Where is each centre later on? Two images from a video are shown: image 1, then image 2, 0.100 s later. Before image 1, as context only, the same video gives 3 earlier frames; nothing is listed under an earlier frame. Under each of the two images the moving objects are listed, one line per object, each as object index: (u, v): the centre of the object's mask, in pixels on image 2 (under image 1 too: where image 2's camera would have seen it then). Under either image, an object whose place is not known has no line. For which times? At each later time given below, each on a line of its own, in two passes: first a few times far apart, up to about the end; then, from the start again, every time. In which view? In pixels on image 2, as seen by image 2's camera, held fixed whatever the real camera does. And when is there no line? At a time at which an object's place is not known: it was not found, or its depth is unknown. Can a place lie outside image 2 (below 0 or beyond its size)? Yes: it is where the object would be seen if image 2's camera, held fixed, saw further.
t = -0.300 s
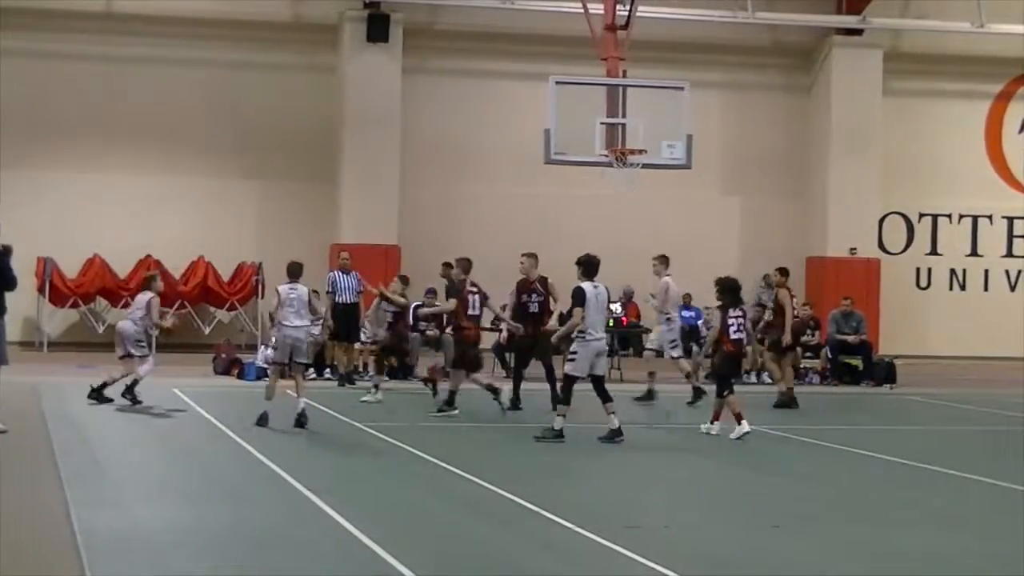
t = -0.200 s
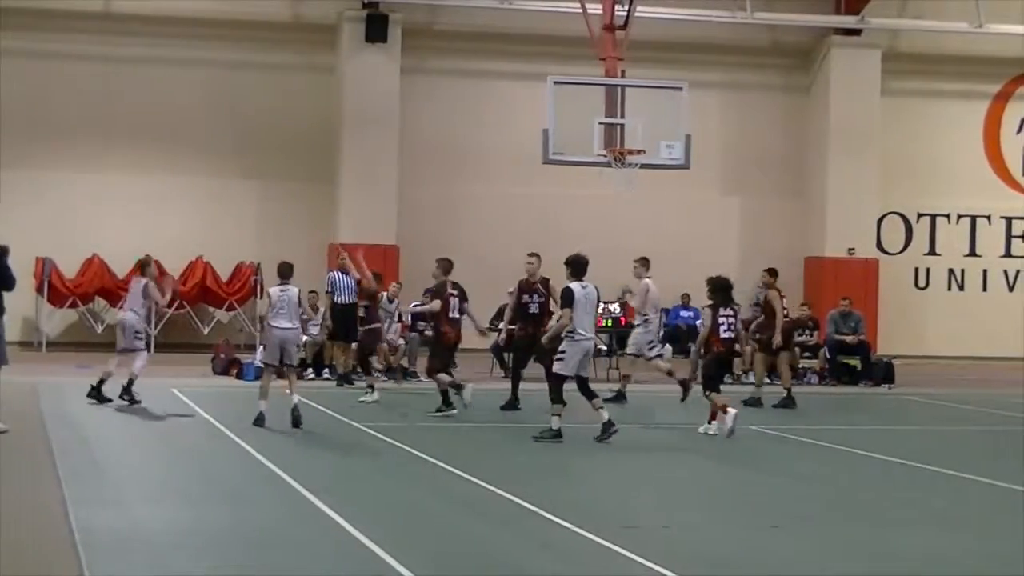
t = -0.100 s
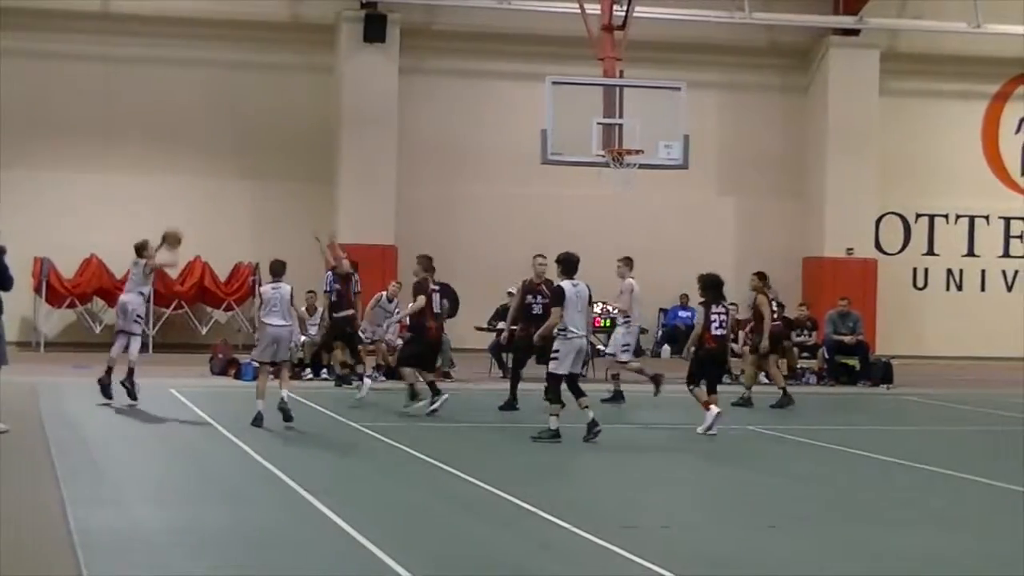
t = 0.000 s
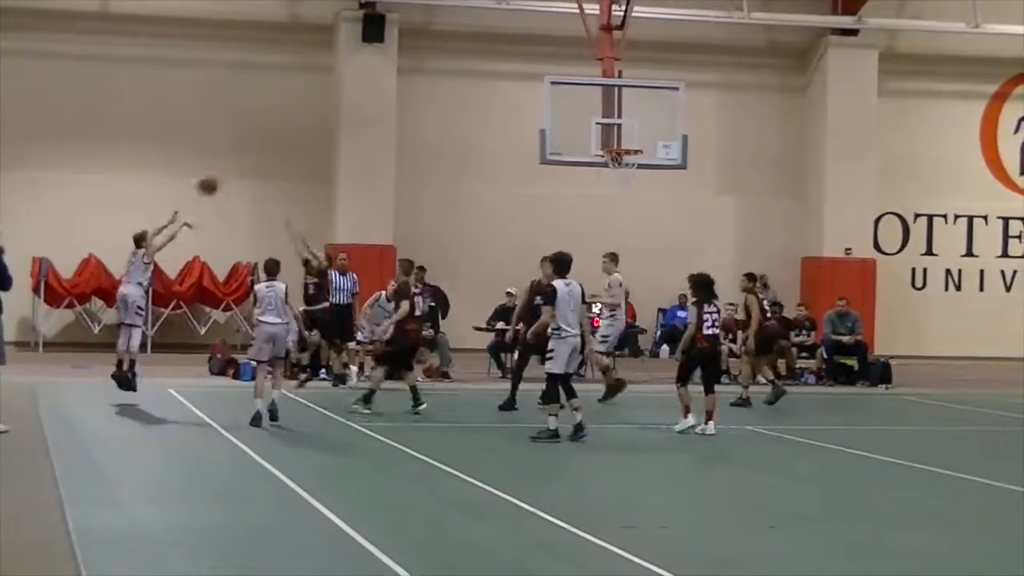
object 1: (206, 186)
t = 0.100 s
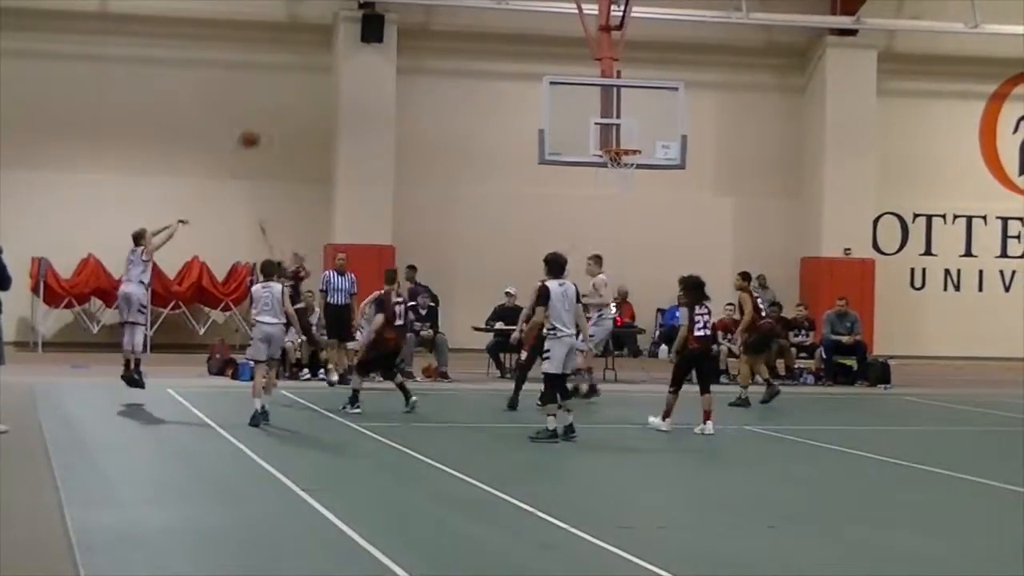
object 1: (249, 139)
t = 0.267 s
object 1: (317, 82)
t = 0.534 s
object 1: (418, 42)
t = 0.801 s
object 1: (510, 59)
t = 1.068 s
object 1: (595, 129)
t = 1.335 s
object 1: (661, 114)
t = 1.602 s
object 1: (723, 136)
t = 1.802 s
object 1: (767, 189)
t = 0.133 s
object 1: (263, 125)
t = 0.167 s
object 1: (276, 113)
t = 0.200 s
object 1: (290, 101)
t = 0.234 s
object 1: (303, 91)
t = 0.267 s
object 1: (317, 82)
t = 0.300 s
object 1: (330, 73)
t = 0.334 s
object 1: (344, 65)
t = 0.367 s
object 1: (356, 59)
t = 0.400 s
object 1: (369, 53)
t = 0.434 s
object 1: (381, 48)
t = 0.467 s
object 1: (394, 46)
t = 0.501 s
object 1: (405, 42)
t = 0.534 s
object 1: (418, 42)
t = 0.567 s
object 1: (431, 41)
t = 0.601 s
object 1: (440, 39)
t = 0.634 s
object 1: (453, 41)
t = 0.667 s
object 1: (465, 44)
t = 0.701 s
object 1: (477, 45)
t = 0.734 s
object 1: (489, 49)
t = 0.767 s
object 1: (499, 55)
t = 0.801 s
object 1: (510, 59)
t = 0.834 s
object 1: (522, 66)
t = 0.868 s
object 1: (533, 72)
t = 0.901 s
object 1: (544, 79)
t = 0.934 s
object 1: (554, 86)
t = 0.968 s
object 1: (565, 96)
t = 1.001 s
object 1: (575, 107)
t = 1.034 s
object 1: (586, 118)
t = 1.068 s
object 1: (595, 129)
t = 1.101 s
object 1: (606, 141)
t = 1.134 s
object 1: (612, 136)
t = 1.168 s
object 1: (622, 131)
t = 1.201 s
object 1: (630, 125)
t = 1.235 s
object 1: (638, 121)
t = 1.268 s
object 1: (646, 118)
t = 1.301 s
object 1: (654, 116)
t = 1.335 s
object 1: (661, 114)
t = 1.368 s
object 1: (669, 114)
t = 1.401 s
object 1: (677, 114)
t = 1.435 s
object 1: (685, 116)
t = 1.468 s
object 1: (693, 119)
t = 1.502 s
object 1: (701, 122)
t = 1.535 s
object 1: (709, 126)
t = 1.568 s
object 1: (715, 130)
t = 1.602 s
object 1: (723, 136)
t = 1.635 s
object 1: (730, 143)
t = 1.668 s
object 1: (738, 150)
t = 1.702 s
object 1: (746, 158)
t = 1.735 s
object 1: (753, 167)
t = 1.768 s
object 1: (760, 178)
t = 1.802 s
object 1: (767, 189)
